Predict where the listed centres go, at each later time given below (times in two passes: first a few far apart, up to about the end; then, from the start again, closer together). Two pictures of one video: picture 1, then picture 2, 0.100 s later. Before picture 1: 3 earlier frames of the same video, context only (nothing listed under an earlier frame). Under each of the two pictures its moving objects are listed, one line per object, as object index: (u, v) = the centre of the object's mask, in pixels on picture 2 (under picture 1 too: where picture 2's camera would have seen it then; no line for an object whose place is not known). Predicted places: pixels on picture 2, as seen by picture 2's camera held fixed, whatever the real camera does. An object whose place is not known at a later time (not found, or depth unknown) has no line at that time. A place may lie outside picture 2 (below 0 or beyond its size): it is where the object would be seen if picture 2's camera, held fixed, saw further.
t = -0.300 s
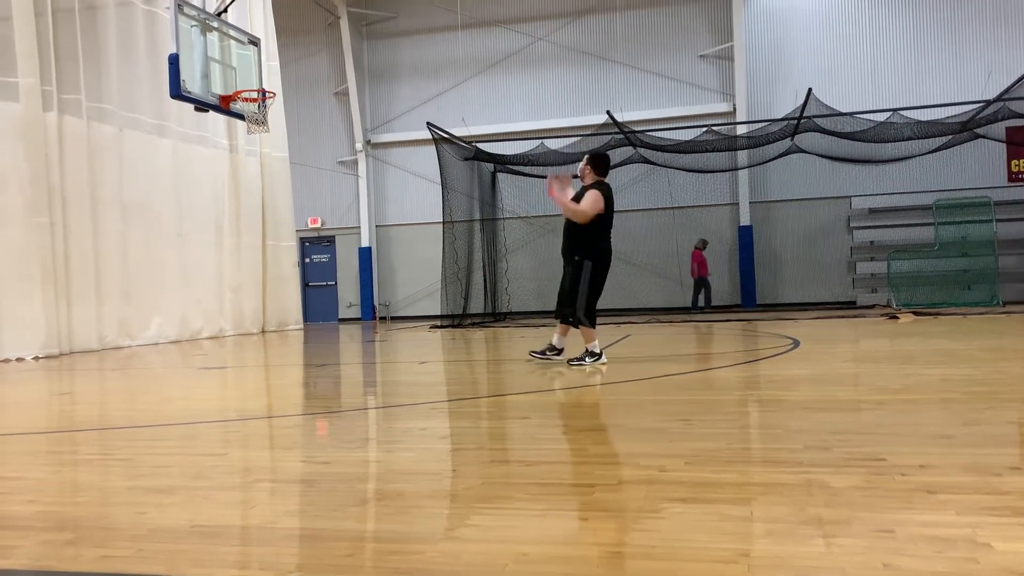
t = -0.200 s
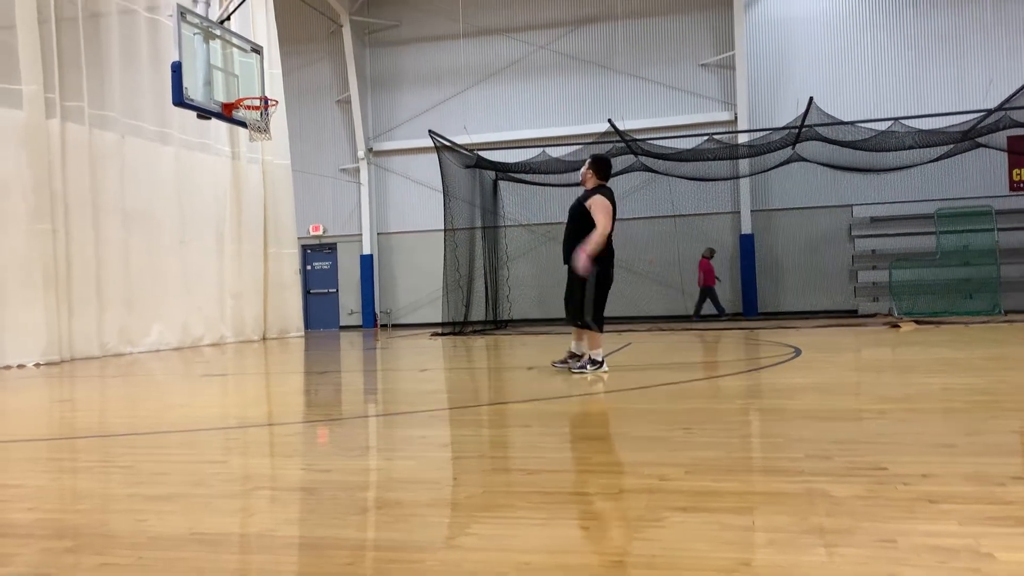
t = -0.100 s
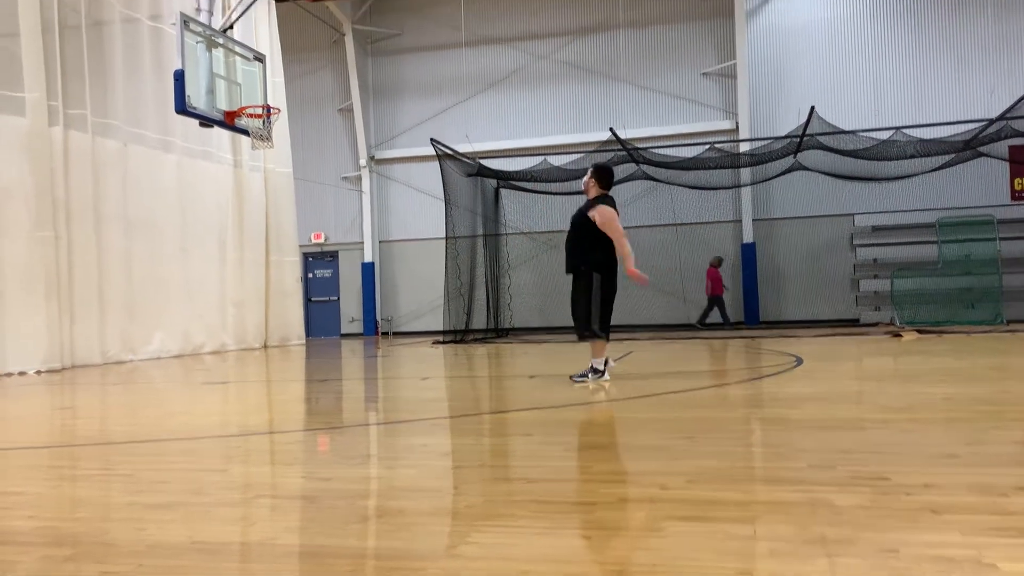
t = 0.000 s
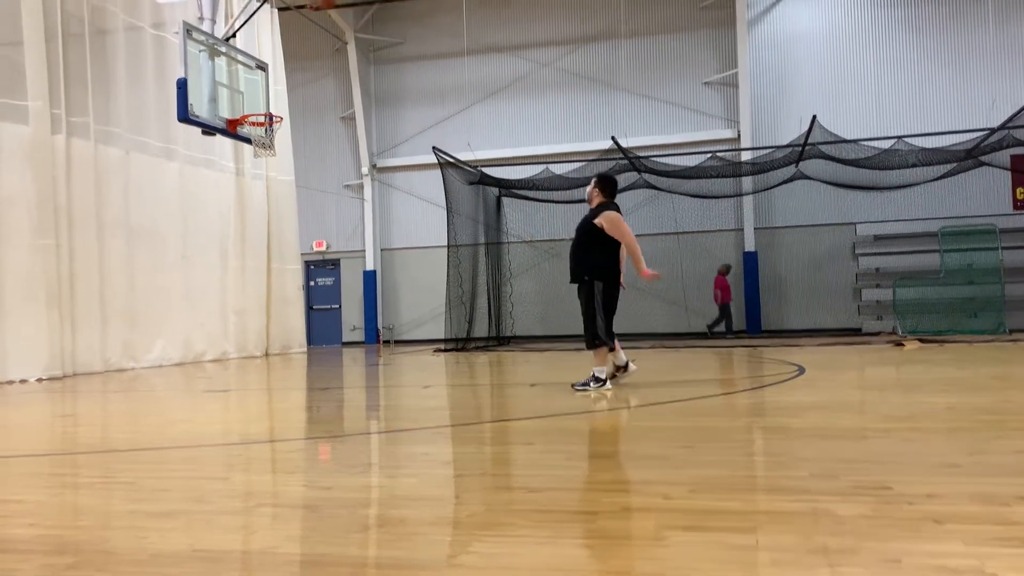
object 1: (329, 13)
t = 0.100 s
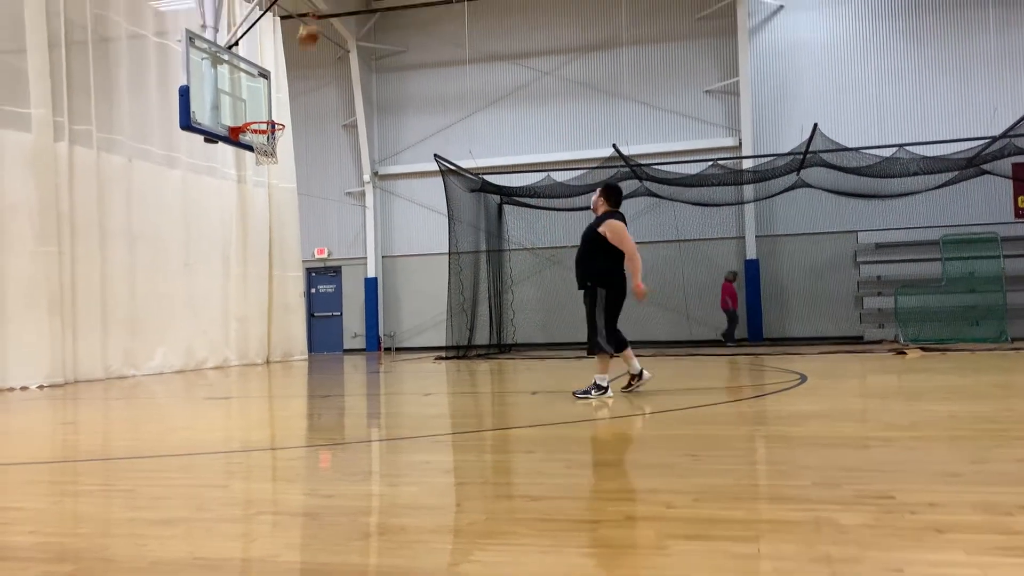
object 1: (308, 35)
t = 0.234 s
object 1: (282, 82)
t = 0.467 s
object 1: (253, 154)
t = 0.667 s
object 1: (250, 184)
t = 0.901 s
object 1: (247, 259)
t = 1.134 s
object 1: (246, 374)
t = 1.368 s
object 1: (249, 289)
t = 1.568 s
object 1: (254, 251)
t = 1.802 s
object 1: (261, 247)
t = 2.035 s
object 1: (268, 289)
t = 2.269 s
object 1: (276, 376)
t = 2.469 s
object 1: (281, 318)
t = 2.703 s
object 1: (287, 294)
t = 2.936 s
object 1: (294, 318)
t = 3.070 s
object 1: (298, 354)
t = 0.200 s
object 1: (289, 69)
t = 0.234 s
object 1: (282, 82)
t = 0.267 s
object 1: (277, 94)
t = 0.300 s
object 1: (270, 109)
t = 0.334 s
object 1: (265, 122)
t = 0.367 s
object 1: (260, 137)
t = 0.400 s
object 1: (255, 148)
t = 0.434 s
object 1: (254, 151)
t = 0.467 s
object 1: (253, 154)
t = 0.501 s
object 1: (253, 156)
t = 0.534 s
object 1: (252, 160)
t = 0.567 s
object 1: (252, 164)
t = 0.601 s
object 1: (251, 170)
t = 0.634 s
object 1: (251, 176)
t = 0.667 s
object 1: (250, 184)
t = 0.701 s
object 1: (250, 192)
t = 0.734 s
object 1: (249, 201)
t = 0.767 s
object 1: (249, 211)
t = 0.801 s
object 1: (249, 222)
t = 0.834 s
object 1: (248, 233)
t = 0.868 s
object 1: (248, 246)
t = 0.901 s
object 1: (247, 259)
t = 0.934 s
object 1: (247, 274)
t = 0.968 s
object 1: (247, 289)
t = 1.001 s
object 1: (246, 305)
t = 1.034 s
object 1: (246, 321)
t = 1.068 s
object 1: (246, 339)
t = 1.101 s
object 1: (245, 358)
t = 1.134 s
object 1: (246, 374)
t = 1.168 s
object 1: (246, 360)
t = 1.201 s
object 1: (246, 346)
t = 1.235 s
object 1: (247, 332)
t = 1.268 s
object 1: (247, 320)
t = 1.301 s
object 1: (248, 309)
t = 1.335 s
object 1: (249, 299)
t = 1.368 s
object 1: (249, 289)
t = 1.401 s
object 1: (250, 281)
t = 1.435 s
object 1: (251, 273)
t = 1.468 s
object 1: (252, 266)
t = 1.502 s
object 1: (252, 260)
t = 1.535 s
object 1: (253, 255)
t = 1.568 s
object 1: (254, 251)
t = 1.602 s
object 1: (255, 248)
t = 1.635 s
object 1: (256, 245)
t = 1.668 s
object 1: (256, 244)
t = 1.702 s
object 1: (257, 243)
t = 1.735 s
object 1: (258, 244)
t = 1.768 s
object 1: (259, 245)
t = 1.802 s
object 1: (261, 247)
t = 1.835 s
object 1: (262, 250)
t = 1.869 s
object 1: (263, 255)
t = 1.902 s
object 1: (264, 260)
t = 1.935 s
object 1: (265, 265)
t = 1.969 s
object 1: (266, 272)
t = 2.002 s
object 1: (267, 280)
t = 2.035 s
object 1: (268, 289)
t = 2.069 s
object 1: (269, 299)
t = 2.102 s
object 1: (270, 310)
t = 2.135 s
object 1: (272, 321)
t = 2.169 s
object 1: (273, 334)
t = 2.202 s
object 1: (274, 348)
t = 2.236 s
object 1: (275, 363)
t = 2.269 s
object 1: (276, 376)
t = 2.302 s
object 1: (276, 364)
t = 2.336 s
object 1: (277, 353)
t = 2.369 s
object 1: (278, 343)
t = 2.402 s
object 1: (279, 334)
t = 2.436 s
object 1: (280, 325)
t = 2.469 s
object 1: (281, 318)
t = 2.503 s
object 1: (282, 311)
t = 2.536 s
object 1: (282, 306)
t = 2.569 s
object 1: (283, 302)
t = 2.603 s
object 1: (284, 299)
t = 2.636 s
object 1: (285, 296)
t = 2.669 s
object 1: (286, 294)
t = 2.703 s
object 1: (287, 294)
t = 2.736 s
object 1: (288, 294)
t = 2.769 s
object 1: (289, 295)
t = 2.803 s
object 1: (290, 298)
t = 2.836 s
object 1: (291, 301)
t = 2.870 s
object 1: (292, 305)
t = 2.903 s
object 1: (293, 311)
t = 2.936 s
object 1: (294, 318)
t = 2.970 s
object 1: (296, 325)
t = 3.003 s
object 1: (296, 334)
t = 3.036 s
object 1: (297, 343)
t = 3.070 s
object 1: (298, 354)
